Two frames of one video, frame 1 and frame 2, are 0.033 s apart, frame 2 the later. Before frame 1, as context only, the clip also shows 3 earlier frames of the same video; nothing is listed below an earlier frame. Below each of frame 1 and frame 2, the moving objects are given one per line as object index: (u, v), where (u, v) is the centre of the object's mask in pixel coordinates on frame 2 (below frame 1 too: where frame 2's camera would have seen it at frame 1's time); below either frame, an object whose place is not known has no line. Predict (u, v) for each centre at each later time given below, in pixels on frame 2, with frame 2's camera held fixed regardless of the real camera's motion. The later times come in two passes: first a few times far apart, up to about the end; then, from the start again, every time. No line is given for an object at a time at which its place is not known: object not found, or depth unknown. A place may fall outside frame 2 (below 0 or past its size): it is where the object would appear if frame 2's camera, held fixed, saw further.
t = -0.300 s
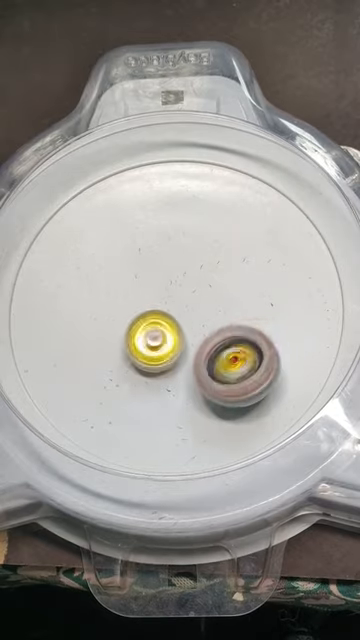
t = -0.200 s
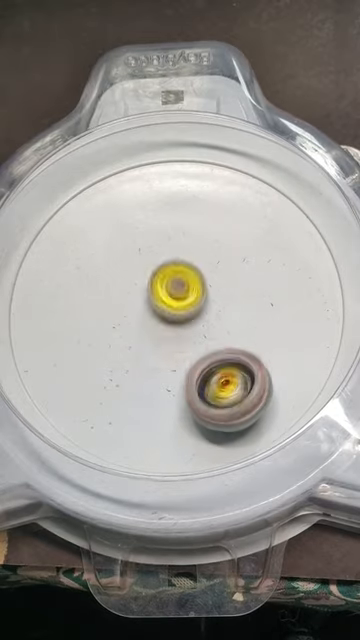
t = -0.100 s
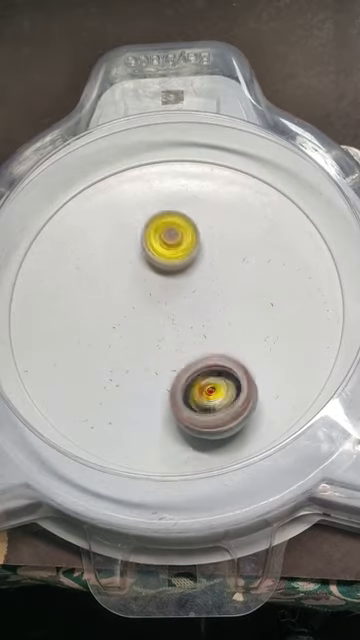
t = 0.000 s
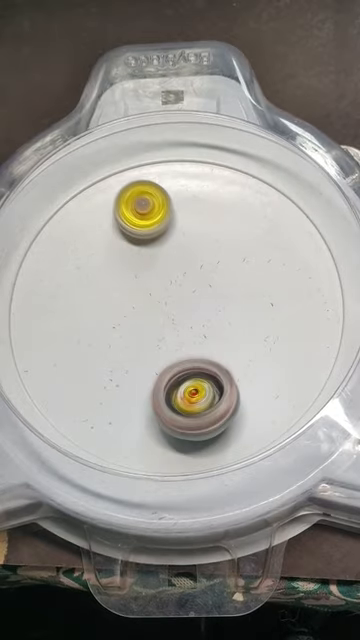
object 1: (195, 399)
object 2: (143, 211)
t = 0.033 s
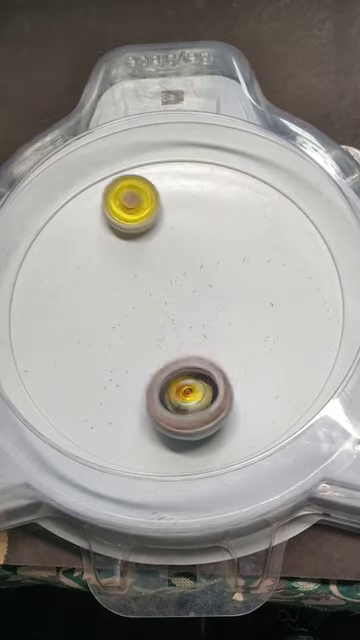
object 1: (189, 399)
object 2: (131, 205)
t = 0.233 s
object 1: (152, 387)
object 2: (75, 243)
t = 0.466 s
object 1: (115, 354)
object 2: (160, 303)
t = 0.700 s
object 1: (93, 306)
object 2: (250, 250)
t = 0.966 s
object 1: (95, 257)
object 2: (221, 172)
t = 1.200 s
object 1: (55, 234)
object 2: (254, 240)
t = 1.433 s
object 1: (66, 244)
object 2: (309, 275)
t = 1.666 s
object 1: (112, 256)
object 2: (291, 302)
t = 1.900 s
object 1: (172, 273)
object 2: (326, 333)
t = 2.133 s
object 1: (231, 292)
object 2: (319, 339)
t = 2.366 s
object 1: (259, 298)
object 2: (297, 375)
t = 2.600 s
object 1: (269, 307)
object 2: (248, 381)
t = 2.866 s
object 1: (249, 321)
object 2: (159, 403)
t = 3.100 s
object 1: (216, 323)
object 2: (140, 412)
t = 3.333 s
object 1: (179, 315)
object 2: (120, 348)
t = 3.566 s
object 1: (155, 296)
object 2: (66, 309)
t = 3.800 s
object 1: (142, 275)
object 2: (77, 316)
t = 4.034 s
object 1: (186, 242)
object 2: (127, 270)
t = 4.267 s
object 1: (228, 217)
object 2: (153, 207)
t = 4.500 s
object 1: (261, 218)
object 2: (151, 179)
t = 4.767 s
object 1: (274, 248)
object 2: (197, 234)
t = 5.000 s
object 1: (297, 313)
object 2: (183, 225)
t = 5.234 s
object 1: (282, 359)
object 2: (191, 281)
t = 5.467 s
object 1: (234, 384)
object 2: (249, 304)
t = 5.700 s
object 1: (166, 370)
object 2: (262, 269)
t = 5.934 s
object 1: (96, 321)
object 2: (198, 297)
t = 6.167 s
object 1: (65, 274)
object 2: (187, 357)
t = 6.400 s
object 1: (78, 243)
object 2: (225, 357)
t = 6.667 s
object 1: (132, 225)
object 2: (180, 303)
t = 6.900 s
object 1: (209, 237)
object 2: (120, 307)
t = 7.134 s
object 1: (283, 258)
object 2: (133, 338)
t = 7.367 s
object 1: (302, 285)
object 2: (179, 296)
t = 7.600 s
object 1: (281, 322)
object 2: (172, 243)
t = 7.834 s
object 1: (217, 346)
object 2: (140, 255)
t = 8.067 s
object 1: (129, 350)
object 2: (186, 293)
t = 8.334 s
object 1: (89, 324)
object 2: (248, 274)
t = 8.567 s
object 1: (94, 290)
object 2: (225, 251)
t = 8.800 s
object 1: (132, 261)
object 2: (203, 302)
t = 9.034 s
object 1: (186, 246)
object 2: (239, 342)
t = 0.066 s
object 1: (182, 398)
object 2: (118, 202)
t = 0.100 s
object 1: (176, 397)
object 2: (105, 204)
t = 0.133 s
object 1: (170, 395)
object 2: (93, 209)
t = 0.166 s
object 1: (164, 392)
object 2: (83, 217)
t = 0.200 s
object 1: (158, 390)
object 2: (77, 229)
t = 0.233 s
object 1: (152, 387)
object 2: (75, 243)
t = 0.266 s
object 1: (145, 383)
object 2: (78, 257)
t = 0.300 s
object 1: (139, 379)
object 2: (85, 271)
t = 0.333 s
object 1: (134, 375)
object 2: (96, 283)
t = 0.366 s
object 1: (128, 370)
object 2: (110, 293)
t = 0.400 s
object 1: (123, 366)
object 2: (126, 298)
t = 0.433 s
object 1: (119, 360)
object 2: (144, 301)
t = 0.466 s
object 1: (115, 354)
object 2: (160, 303)
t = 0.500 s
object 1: (110, 349)
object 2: (175, 301)
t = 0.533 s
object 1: (107, 342)
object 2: (190, 297)
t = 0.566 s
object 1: (104, 335)
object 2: (206, 291)
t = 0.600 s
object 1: (101, 328)
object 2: (220, 282)
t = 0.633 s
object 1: (98, 321)
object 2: (232, 272)
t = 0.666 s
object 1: (96, 314)
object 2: (241, 262)
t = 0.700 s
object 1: (93, 306)
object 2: (250, 250)
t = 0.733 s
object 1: (91, 299)
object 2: (255, 238)
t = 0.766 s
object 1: (90, 293)
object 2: (259, 225)
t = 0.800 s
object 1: (90, 286)
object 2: (259, 212)
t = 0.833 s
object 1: (89, 279)
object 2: (258, 200)
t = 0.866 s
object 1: (90, 273)
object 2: (252, 189)
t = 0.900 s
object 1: (91, 267)
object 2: (244, 180)
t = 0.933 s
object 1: (93, 262)
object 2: (234, 174)
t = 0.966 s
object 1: (95, 257)
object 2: (221, 172)
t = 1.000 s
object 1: (97, 252)
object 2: (209, 174)
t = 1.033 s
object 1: (99, 247)
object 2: (195, 181)
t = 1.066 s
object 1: (103, 242)
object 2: (184, 192)
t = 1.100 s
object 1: (106, 238)
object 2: (175, 206)
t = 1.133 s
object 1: (97, 235)
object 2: (183, 220)
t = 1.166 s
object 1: (72, 234)
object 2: (220, 230)
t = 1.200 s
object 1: (55, 234)
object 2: (254, 240)
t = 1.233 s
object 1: (48, 235)
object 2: (281, 249)
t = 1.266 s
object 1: (47, 237)
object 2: (303, 255)
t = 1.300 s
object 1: (50, 238)
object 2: (321, 258)
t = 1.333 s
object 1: (52, 240)
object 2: (328, 260)
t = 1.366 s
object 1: (56, 241)
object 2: (322, 265)
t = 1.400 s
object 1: (61, 243)
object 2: (315, 270)
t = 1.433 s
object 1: (66, 244)
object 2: (309, 275)
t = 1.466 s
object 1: (71, 246)
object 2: (303, 278)
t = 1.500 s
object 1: (76, 247)
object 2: (298, 282)
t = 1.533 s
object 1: (82, 249)
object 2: (294, 285)
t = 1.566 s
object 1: (89, 250)
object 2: (291, 289)
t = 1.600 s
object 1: (96, 253)
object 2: (289, 293)
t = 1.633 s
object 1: (104, 255)
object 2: (290, 297)
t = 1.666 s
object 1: (112, 256)
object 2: (291, 302)
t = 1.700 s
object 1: (120, 259)
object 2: (293, 306)
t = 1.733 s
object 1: (128, 261)
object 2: (297, 311)
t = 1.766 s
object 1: (137, 264)
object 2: (302, 317)
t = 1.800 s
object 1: (146, 266)
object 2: (308, 321)
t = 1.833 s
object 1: (155, 268)
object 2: (314, 325)
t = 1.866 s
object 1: (163, 271)
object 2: (320, 329)
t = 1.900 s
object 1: (172, 273)
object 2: (326, 333)
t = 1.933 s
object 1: (181, 276)
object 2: (329, 335)
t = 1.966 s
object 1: (190, 279)
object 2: (330, 337)
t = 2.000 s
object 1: (198, 282)
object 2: (329, 338)
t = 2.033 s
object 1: (207, 284)
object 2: (328, 339)
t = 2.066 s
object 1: (215, 287)
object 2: (327, 339)
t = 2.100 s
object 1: (223, 290)
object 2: (325, 339)
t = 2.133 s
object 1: (231, 292)
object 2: (319, 339)
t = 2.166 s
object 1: (239, 295)
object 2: (310, 340)
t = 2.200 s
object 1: (244, 295)
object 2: (305, 344)
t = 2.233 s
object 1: (245, 292)
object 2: (306, 353)
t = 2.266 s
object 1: (247, 292)
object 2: (306, 360)
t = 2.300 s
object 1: (251, 294)
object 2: (305, 366)
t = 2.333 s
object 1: (255, 296)
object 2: (302, 371)
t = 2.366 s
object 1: (259, 298)
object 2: (297, 375)
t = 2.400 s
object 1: (262, 300)
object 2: (292, 379)
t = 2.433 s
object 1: (265, 302)
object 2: (287, 381)
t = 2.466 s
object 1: (267, 303)
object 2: (280, 382)
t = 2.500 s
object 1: (268, 304)
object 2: (274, 381)
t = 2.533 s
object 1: (269, 305)
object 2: (267, 381)
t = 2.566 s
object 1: (270, 305)
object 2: (258, 381)
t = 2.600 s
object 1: (269, 307)
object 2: (248, 381)
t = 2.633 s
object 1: (268, 309)
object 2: (236, 381)
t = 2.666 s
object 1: (266, 311)
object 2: (223, 382)
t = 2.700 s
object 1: (265, 313)
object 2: (211, 384)
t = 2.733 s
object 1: (262, 315)
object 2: (199, 388)
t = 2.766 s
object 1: (260, 316)
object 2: (188, 391)
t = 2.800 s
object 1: (256, 318)
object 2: (177, 395)
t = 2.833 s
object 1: (253, 320)
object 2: (167, 399)
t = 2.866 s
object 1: (249, 321)
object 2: (159, 403)
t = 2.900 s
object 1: (245, 322)
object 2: (151, 408)
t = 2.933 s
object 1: (241, 323)
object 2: (146, 412)
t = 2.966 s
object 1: (236, 323)
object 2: (142, 415)
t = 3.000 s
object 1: (231, 324)
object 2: (139, 417)
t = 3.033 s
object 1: (226, 324)
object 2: (138, 417)
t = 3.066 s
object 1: (221, 324)
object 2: (138, 416)
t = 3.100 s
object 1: (216, 323)
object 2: (140, 412)
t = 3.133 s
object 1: (211, 323)
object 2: (141, 406)
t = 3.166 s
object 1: (205, 322)
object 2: (141, 397)
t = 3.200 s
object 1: (200, 321)
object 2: (140, 388)
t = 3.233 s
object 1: (194, 320)
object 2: (137, 378)
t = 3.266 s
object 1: (189, 318)
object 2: (133, 367)
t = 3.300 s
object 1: (184, 317)
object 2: (127, 358)
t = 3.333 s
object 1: (179, 315)
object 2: (120, 348)
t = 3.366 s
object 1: (175, 313)
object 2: (112, 340)
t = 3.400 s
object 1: (172, 311)
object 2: (105, 333)
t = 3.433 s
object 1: (168, 308)
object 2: (97, 326)
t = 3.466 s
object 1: (164, 306)
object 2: (89, 320)
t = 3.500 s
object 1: (161, 303)
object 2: (81, 314)
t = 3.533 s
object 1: (158, 299)
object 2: (73, 311)
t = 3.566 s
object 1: (155, 296)
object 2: (66, 309)
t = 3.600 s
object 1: (152, 293)
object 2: (60, 309)
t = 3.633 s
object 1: (150, 290)
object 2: (55, 309)
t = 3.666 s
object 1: (148, 286)
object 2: (54, 311)
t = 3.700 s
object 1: (146, 283)
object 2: (55, 313)
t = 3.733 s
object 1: (144, 280)
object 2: (60, 315)
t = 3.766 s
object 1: (143, 277)
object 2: (67, 317)
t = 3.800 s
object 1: (142, 275)
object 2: (77, 316)
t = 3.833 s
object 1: (141, 272)
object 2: (88, 313)
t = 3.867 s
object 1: (147, 269)
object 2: (94, 308)
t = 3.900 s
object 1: (159, 263)
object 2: (99, 302)
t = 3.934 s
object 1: (168, 258)
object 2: (107, 294)
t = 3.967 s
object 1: (174, 253)
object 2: (114, 286)
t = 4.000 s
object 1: (179, 248)
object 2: (122, 277)
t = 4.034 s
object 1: (186, 242)
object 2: (127, 270)
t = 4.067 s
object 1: (192, 237)
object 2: (133, 261)
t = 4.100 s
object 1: (198, 232)
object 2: (138, 252)
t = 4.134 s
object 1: (205, 228)
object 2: (142, 244)
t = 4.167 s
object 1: (211, 225)
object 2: (146, 234)
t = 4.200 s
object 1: (217, 222)
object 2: (149, 225)
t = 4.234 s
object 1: (222, 219)
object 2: (151, 216)
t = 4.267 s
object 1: (228, 217)
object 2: (153, 207)
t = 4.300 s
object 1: (234, 215)
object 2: (154, 199)
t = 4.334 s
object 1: (239, 214)
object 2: (155, 192)
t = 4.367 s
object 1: (244, 214)
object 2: (156, 185)
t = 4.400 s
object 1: (249, 214)
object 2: (155, 181)
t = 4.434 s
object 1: (254, 215)
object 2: (154, 178)
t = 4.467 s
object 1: (258, 216)
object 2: (152, 177)
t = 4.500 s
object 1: (261, 218)
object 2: (151, 179)
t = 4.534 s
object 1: (265, 219)
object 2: (151, 184)
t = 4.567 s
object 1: (268, 222)
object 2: (153, 191)
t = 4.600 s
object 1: (270, 225)
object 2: (157, 200)
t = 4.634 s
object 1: (272, 228)
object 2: (163, 208)
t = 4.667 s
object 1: (273, 232)
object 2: (171, 216)
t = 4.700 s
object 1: (274, 237)
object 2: (179, 223)
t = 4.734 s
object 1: (274, 242)
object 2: (188, 229)
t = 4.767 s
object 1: (274, 248)
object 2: (197, 234)
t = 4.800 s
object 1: (274, 253)
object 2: (207, 239)
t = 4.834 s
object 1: (274, 261)
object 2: (212, 240)
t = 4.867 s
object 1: (276, 269)
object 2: (216, 241)
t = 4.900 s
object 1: (288, 286)
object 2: (204, 230)
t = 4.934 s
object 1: (293, 298)
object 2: (194, 223)
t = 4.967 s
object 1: (296, 307)
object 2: (188, 222)
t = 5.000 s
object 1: (297, 313)
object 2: (183, 225)
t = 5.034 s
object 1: (297, 319)
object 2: (179, 231)
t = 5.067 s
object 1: (297, 326)
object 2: (177, 238)
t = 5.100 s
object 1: (295, 333)
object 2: (176, 247)
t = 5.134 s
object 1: (294, 341)
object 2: (178, 256)
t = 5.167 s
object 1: (291, 347)
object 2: (181, 265)
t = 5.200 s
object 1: (287, 353)
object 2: (185, 273)
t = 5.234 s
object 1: (282, 359)
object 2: (191, 281)
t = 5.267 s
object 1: (277, 365)
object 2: (198, 288)
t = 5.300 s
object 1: (273, 370)
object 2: (205, 293)
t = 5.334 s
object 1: (266, 373)
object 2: (213, 298)
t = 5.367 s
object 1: (258, 377)
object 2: (222, 302)
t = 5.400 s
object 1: (251, 380)
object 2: (232, 304)
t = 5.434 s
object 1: (243, 383)
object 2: (240, 305)
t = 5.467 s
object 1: (234, 384)
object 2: (249, 304)
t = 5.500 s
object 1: (225, 384)
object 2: (258, 302)
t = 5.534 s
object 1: (215, 385)
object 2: (266, 299)
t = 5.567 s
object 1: (207, 384)
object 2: (271, 293)
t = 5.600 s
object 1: (197, 381)
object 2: (274, 287)
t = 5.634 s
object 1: (187, 378)
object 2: (274, 280)
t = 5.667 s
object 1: (176, 374)
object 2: (270, 273)
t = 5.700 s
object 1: (166, 370)
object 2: (262, 269)
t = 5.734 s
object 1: (156, 364)
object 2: (253, 267)
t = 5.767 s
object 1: (144, 358)
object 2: (242, 267)
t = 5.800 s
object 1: (133, 352)
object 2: (232, 271)
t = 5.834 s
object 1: (123, 344)
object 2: (222, 276)
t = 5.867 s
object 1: (113, 336)
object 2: (213, 282)
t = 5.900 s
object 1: (103, 329)
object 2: (205, 289)
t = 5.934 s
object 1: (96, 321)
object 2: (198, 297)
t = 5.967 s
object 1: (89, 313)
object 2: (193, 306)
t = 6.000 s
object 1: (83, 306)
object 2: (189, 315)
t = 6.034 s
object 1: (78, 299)
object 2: (186, 323)
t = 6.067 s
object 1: (74, 292)
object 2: (184, 333)
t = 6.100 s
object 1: (70, 286)
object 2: (184, 341)
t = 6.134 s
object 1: (68, 280)
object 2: (184, 350)
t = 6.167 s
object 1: (65, 274)
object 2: (187, 357)
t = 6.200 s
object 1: (64, 270)
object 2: (191, 364)
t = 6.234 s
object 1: (64, 264)
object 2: (196, 368)
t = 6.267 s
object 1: (65, 260)
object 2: (203, 371)
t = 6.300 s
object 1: (67, 255)
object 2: (209, 371)
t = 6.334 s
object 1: (70, 251)
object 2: (216, 369)
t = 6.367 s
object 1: (74, 247)
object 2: (221, 364)
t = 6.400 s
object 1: (78, 243)
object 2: (225, 357)
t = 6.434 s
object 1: (83, 239)
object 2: (226, 348)
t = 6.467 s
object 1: (89, 236)
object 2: (224, 339)
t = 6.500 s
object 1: (95, 233)
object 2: (220, 331)
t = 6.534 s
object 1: (101, 230)
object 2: (214, 323)
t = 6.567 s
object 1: (108, 228)
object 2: (206, 317)
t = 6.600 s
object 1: (116, 227)
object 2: (198, 311)
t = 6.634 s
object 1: (124, 226)
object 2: (189, 307)
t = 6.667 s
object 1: (132, 225)
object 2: (180, 303)
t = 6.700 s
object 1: (141, 225)
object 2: (171, 301)
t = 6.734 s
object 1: (151, 226)
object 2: (161, 299)
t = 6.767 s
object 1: (161, 227)
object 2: (152, 299)
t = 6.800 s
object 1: (172, 228)
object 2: (143, 300)
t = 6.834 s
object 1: (184, 231)
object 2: (135, 301)
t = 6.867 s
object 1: (197, 233)
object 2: (127, 303)
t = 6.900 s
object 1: (209, 237)
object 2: (120, 307)
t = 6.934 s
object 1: (223, 240)
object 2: (115, 312)
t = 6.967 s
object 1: (235, 243)
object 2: (112, 318)
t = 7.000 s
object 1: (248, 247)
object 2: (111, 324)
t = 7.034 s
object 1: (259, 249)
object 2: (112, 330)
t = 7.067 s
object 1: (268, 253)
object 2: (117, 335)
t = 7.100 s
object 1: (276, 254)
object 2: (124, 338)
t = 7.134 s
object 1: (283, 258)
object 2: (133, 338)
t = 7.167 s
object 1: (288, 259)
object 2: (143, 337)
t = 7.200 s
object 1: (293, 263)
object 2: (152, 333)
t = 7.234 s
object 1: (295, 267)
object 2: (159, 327)
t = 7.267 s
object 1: (299, 271)
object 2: (166, 320)
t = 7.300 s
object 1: (301, 276)
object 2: (172, 313)
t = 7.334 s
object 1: (302, 281)
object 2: (176, 305)
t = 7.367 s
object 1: (302, 285)
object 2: (179, 296)
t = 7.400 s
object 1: (302, 291)
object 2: (182, 287)
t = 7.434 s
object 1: (301, 296)
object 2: (183, 279)
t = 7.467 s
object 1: (299, 302)
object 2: (183, 271)
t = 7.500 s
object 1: (295, 306)
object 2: (182, 262)
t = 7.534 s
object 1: (291, 312)
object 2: (180, 255)
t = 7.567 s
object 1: (287, 316)
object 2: (176, 248)
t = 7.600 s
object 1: (281, 322)
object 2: (172, 243)
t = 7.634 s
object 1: (275, 325)
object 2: (166, 239)
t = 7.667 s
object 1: (267, 331)
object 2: (160, 236)
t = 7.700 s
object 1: (260, 333)
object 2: (154, 235)
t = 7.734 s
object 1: (250, 337)
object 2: (148, 237)
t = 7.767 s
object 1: (240, 341)
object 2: (142, 241)
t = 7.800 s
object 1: (228, 344)
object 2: (140, 247)
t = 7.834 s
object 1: (217, 346)
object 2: (140, 255)
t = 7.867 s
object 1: (203, 348)
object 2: (142, 263)
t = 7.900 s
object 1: (191, 350)
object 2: (146, 271)
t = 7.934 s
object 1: (178, 352)
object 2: (152, 278)
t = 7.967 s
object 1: (165, 352)
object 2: (159, 282)
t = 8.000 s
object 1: (151, 352)
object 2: (168, 286)
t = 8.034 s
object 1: (141, 351)
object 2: (177, 290)
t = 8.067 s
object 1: (129, 350)
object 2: (186, 293)
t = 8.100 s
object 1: (122, 347)
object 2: (195, 294)
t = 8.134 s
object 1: (114, 345)
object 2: (204, 294)
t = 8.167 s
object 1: (108, 342)
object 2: (213, 293)
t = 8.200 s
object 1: (103, 340)
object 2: (222, 291)
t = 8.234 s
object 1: (98, 336)
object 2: (230, 288)
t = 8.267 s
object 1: (95, 333)
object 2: (237, 284)
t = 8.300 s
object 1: (91, 328)
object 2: (244, 280)
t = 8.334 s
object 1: (89, 324)
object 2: (248, 274)
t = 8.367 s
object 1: (88, 319)
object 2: (251, 268)
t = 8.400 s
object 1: (88, 314)
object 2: (251, 262)
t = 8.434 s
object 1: (87, 310)
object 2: (250, 256)
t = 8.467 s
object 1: (88, 304)
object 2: (246, 252)
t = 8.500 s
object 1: (90, 299)
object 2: (240, 250)
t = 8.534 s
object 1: (91, 295)
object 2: (233, 249)
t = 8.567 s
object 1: (94, 290)
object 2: (225, 251)
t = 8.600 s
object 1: (98, 286)
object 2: (218, 255)
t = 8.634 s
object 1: (103, 281)
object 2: (211, 260)
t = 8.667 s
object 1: (108, 277)
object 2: (205, 267)
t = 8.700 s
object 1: (115, 274)
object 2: (200, 274)
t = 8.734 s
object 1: (122, 270)
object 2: (197, 282)
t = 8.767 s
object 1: (127, 264)
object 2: (198, 292)
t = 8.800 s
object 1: (132, 261)
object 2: (203, 302)
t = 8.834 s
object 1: (139, 258)
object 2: (207, 310)
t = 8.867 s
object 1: (146, 255)
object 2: (211, 317)
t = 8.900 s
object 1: (153, 252)
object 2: (215, 324)
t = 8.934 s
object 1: (161, 250)
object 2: (221, 330)
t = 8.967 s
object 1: (169, 248)
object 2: (226, 335)
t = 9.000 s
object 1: (177, 247)
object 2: (233, 339)
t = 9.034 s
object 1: (186, 246)
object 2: (239, 342)
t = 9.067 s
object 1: (195, 244)
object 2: (246, 344)
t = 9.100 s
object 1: (203, 244)
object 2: (253, 343)
